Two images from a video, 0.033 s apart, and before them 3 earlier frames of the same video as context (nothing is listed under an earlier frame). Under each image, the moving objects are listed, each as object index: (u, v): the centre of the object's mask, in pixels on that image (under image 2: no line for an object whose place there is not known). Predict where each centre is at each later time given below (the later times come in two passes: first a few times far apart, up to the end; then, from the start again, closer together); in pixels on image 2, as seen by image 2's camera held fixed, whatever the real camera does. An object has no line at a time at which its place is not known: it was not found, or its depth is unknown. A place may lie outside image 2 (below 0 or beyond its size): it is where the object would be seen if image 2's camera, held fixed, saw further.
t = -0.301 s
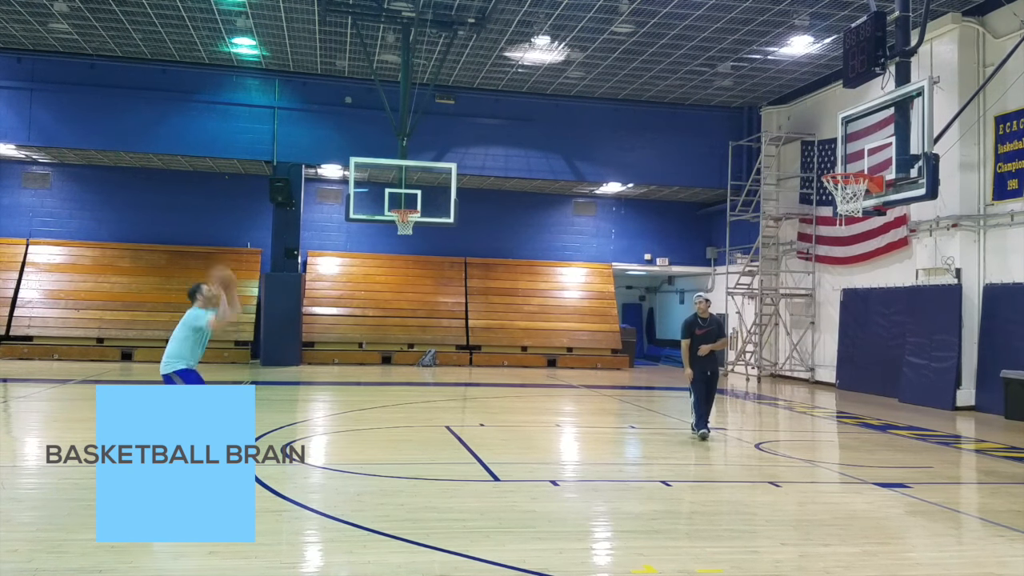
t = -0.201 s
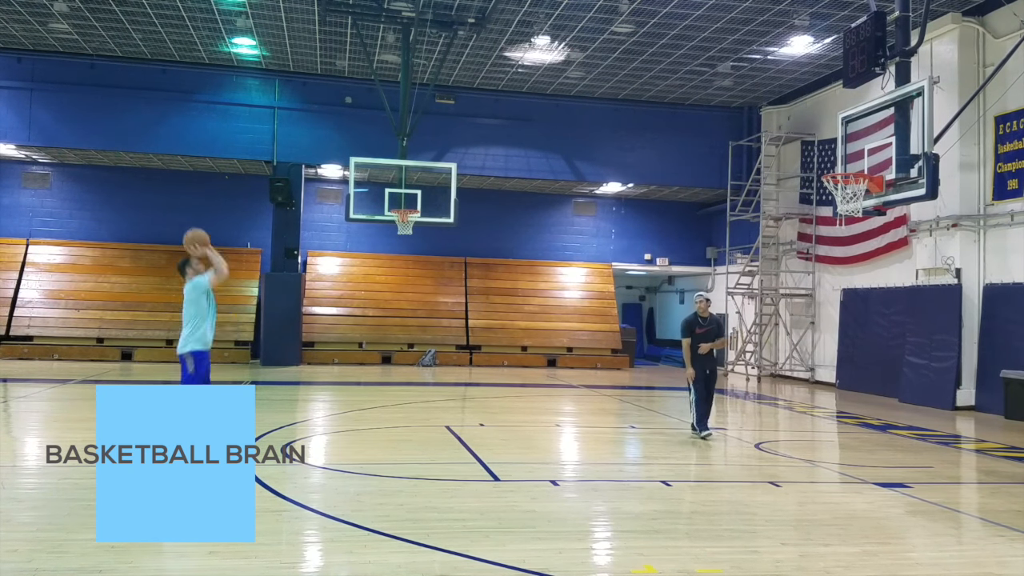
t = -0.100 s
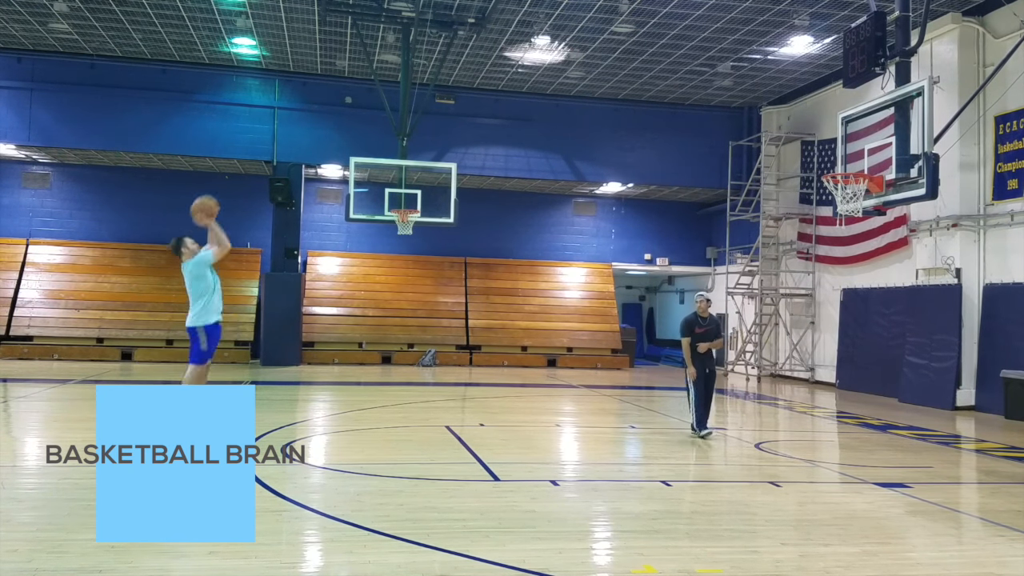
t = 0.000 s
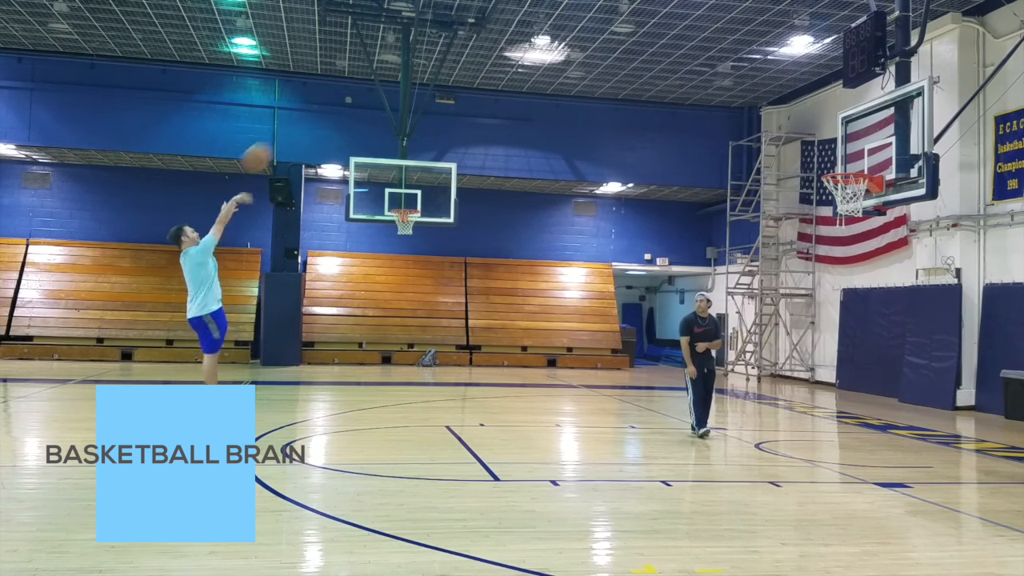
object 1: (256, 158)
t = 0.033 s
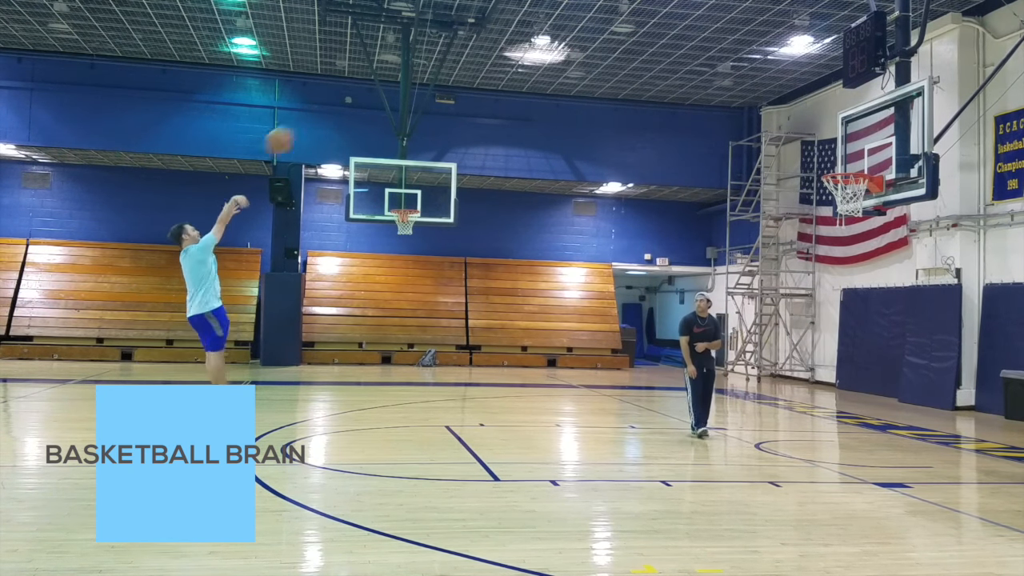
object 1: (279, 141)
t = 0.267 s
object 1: (422, 60)
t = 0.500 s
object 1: (550, 31)
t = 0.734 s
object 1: (667, 52)
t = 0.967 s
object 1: (775, 113)
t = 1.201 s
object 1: (857, 213)
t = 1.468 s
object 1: (868, 304)
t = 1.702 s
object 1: (878, 445)
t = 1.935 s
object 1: (851, 344)
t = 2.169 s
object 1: (820, 279)
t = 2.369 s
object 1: (792, 264)
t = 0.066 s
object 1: (301, 125)
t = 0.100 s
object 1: (322, 111)
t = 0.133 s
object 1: (343, 98)
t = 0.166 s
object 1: (363, 87)
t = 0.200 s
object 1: (383, 77)
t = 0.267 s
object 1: (422, 60)
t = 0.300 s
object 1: (442, 53)
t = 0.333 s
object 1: (460, 46)
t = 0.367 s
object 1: (478, 41)
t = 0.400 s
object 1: (496, 38)
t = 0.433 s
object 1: (513, 35)
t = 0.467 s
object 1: (531, 32)
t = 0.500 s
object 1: (550, 31)
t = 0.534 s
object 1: (568, 32)
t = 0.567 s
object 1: (585, 33)
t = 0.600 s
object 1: (601, 35)
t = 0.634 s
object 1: (616, 39)
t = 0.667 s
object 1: (633, 42)
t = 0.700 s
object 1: (650, 47)
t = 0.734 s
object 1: (667, 52)
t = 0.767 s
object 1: (682, 59)
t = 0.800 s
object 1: (698, 66)
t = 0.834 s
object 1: (714, 73)
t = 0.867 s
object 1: (729, 83)
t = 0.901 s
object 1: (745, 93)
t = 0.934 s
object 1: (759, 103)
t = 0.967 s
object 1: (775, 113)
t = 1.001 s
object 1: (790, 128)
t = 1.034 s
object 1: (805, 140)
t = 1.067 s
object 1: (820, 154)
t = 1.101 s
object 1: (834, 166)
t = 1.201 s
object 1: (857, 213)
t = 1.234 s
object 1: (859, 218)
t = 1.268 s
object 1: (861, 226)
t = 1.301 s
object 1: (862, 237)
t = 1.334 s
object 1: (863, 247)
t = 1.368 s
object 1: (864, 260)
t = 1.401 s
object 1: (865, 272)
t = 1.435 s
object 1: (867, 290)
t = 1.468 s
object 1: (868, 304)
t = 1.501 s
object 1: (869, 320)
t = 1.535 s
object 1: (870, 338)
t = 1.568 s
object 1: (871, 357)
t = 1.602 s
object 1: (873, 378)
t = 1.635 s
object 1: (875, 397)
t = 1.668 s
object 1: (877, 421)
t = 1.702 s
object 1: (878, 445)
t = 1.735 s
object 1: (876, 445)
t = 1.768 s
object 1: (873, 424)
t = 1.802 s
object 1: (869, 406)
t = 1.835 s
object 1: (864, 387)
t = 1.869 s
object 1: (859, 373)
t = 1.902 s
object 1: (855, 358)
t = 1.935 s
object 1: (851, 344)
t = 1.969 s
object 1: (847, 332)
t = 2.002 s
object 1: (843, 320)
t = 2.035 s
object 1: (839, 309)
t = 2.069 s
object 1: (834, 300)
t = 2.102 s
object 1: (829, 291)
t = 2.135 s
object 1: (825, 284)
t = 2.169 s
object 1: (820, 279)
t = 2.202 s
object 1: (816, 273)
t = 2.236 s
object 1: (811, 269)
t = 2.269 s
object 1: (806, 266)
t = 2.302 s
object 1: (802, 265)
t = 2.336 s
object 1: (797, 264)
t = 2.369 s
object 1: (792, 264)
